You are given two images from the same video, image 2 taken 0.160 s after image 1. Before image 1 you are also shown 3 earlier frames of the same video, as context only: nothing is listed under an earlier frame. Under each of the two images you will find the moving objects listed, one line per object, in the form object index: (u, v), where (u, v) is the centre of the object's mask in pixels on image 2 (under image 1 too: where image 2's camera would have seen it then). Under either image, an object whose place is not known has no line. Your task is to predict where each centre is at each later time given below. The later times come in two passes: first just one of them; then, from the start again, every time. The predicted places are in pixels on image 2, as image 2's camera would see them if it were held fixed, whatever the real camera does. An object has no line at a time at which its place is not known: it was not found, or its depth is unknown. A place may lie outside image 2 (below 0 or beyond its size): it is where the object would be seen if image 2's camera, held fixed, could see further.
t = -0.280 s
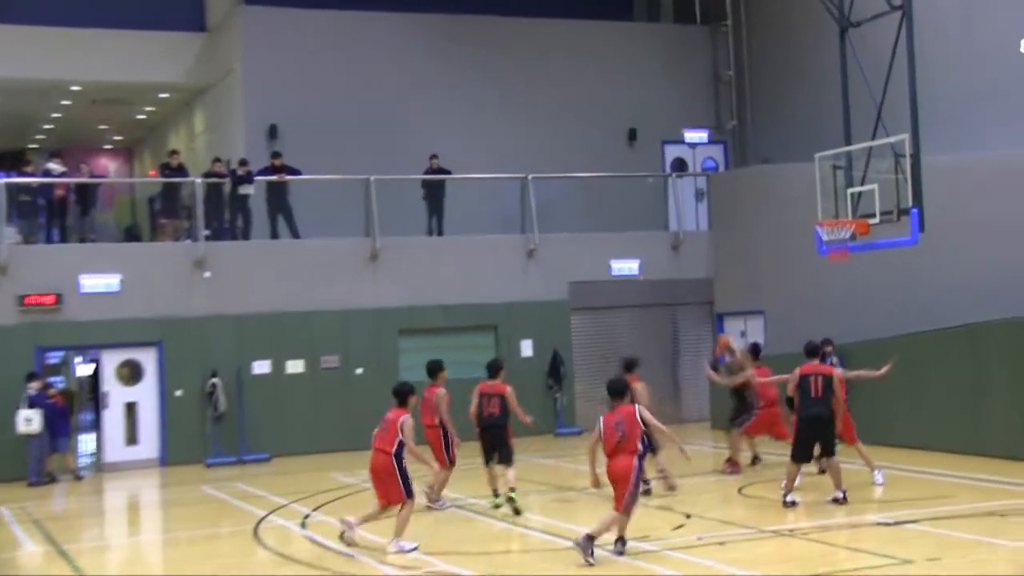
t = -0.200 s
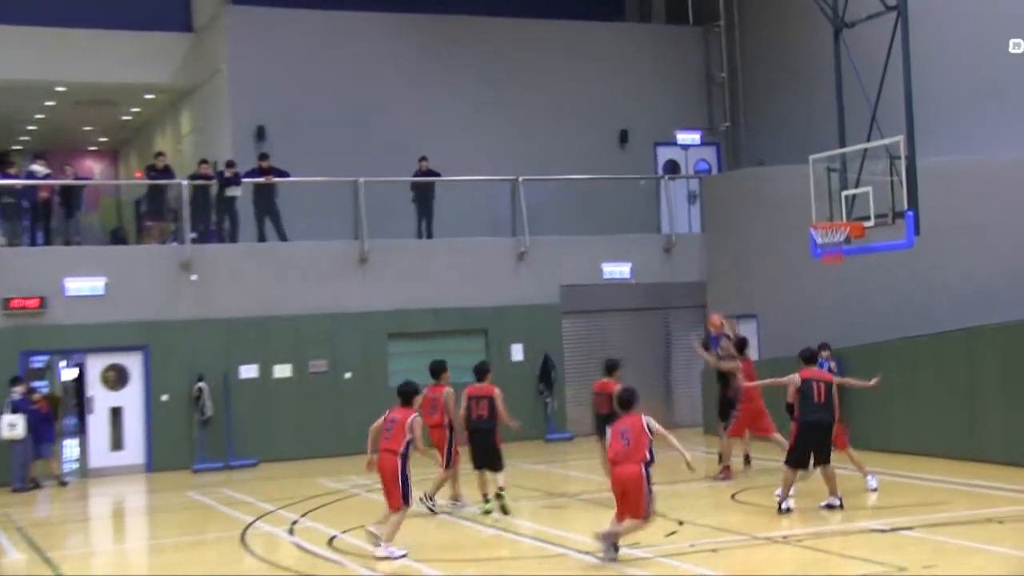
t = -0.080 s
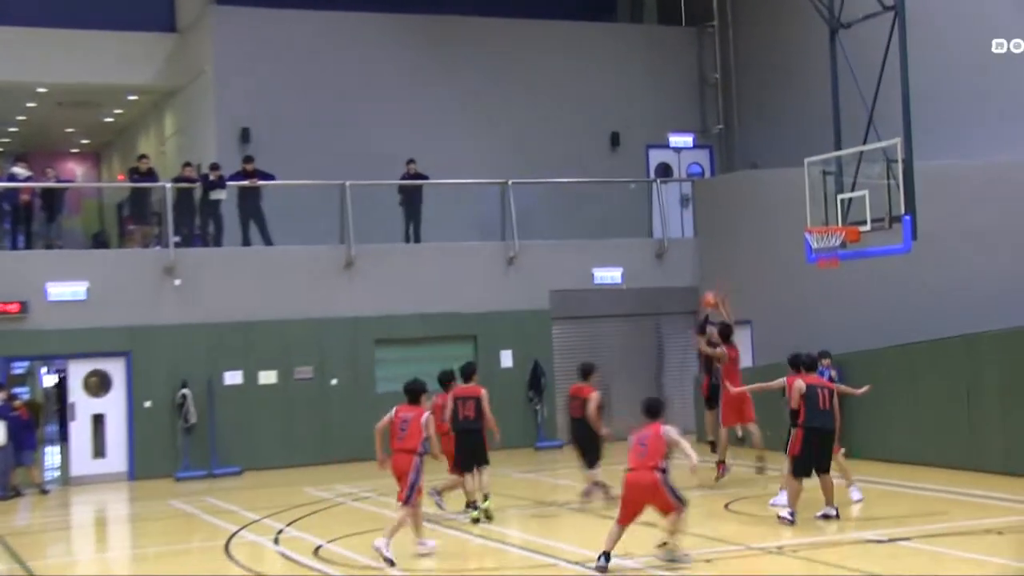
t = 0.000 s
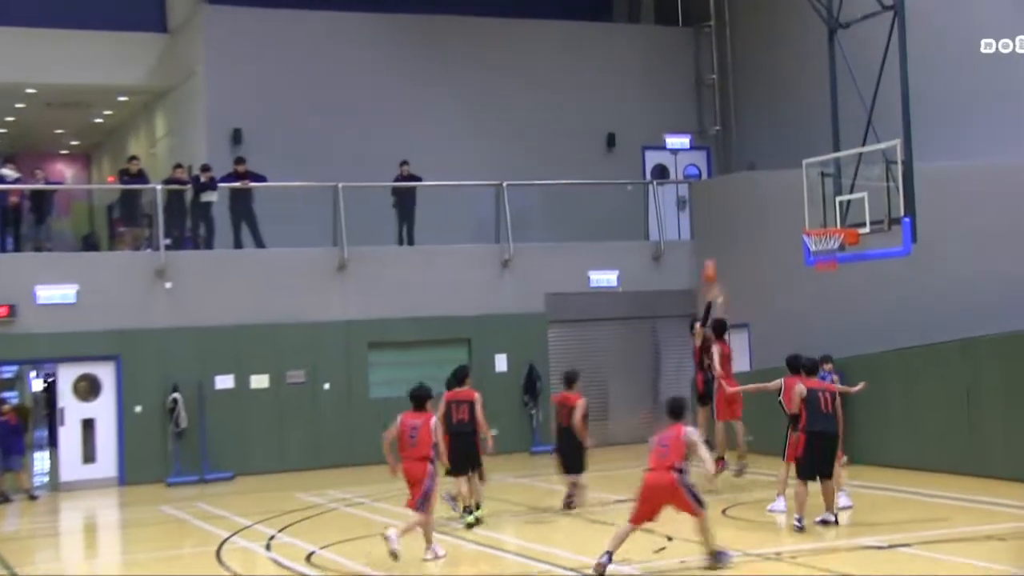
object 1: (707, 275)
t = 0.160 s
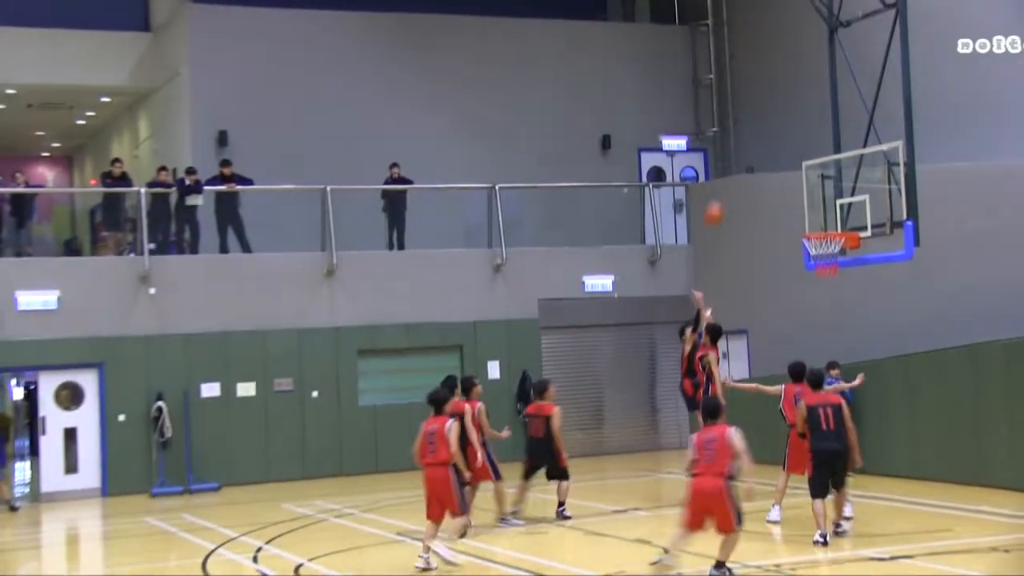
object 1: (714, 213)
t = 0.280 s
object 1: (719, 179)
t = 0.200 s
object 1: (715, 201)
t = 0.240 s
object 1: (718, 189)
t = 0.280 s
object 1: (719, 179)
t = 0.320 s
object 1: (722, 168)
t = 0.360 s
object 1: (725, 161)
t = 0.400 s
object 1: (727, 154)
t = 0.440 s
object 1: (728, 150)
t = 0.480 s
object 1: (732, 142)
